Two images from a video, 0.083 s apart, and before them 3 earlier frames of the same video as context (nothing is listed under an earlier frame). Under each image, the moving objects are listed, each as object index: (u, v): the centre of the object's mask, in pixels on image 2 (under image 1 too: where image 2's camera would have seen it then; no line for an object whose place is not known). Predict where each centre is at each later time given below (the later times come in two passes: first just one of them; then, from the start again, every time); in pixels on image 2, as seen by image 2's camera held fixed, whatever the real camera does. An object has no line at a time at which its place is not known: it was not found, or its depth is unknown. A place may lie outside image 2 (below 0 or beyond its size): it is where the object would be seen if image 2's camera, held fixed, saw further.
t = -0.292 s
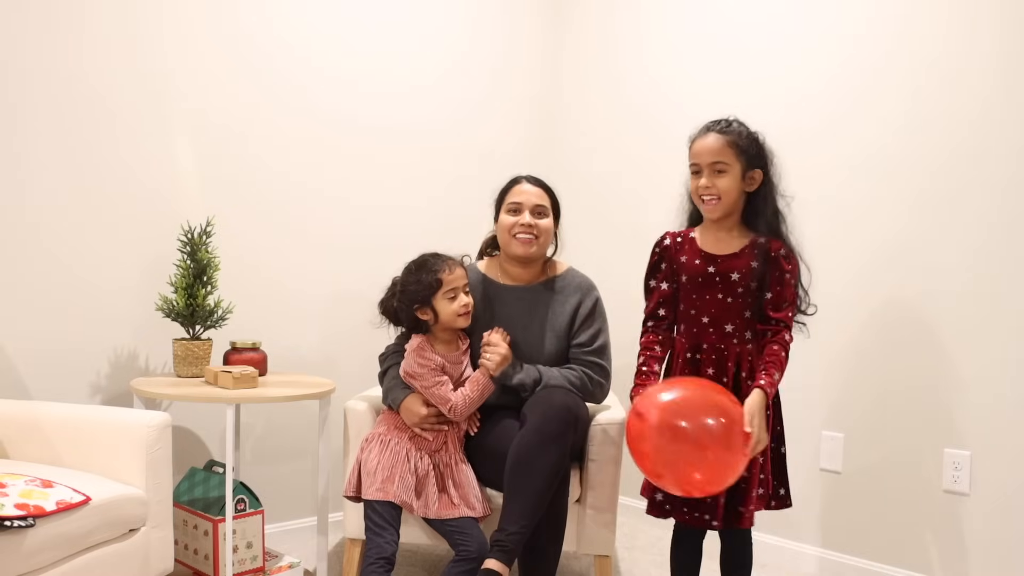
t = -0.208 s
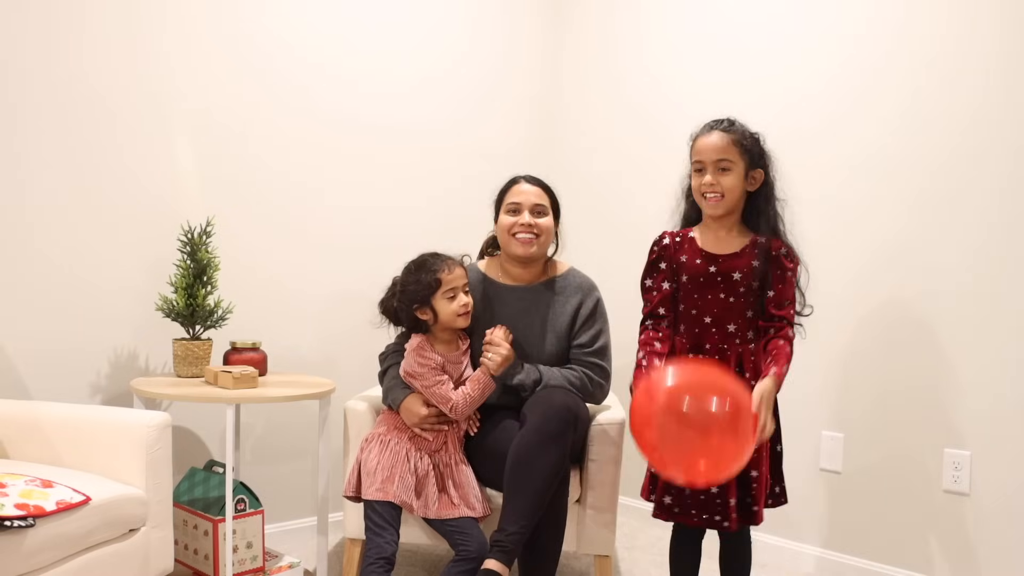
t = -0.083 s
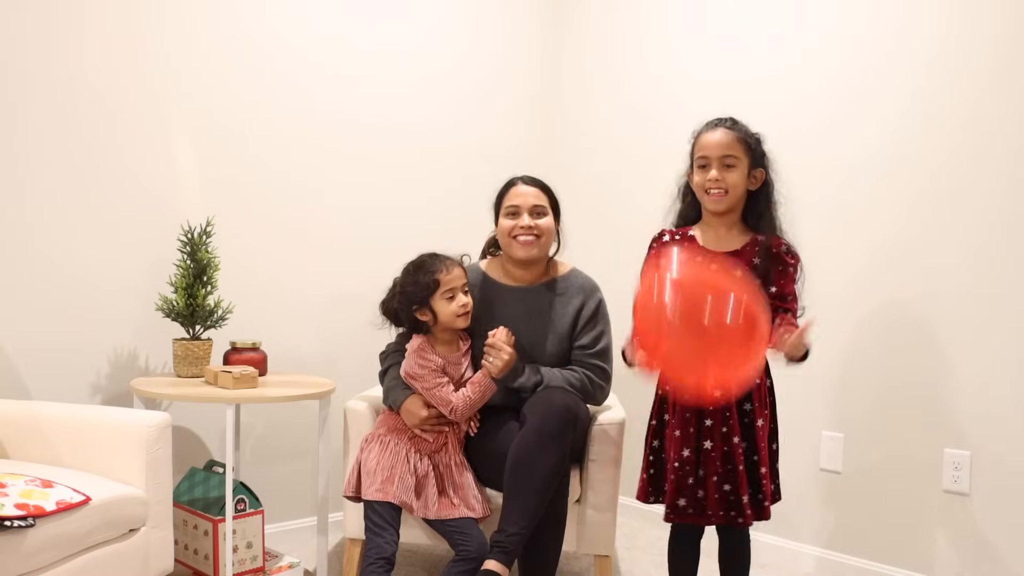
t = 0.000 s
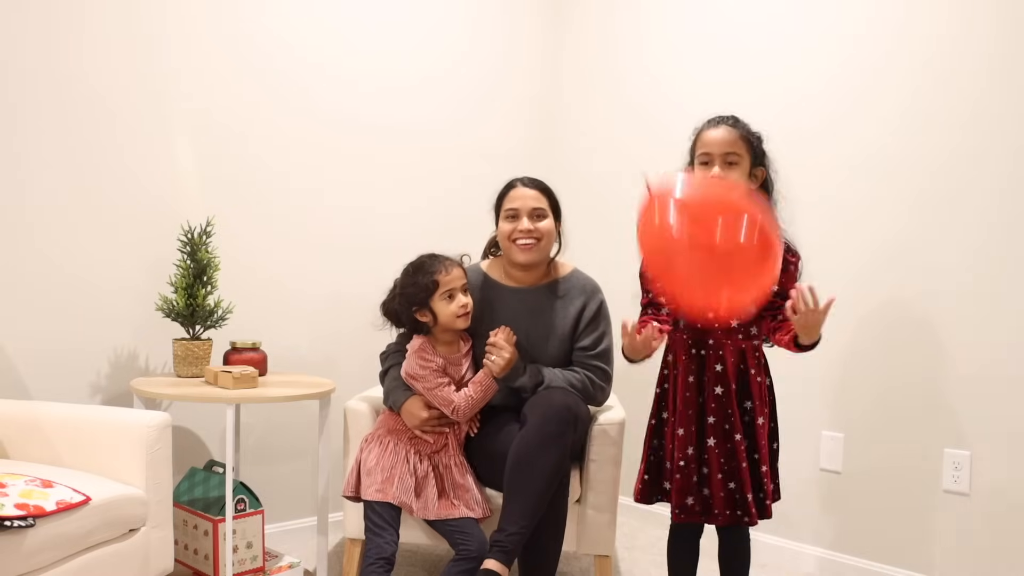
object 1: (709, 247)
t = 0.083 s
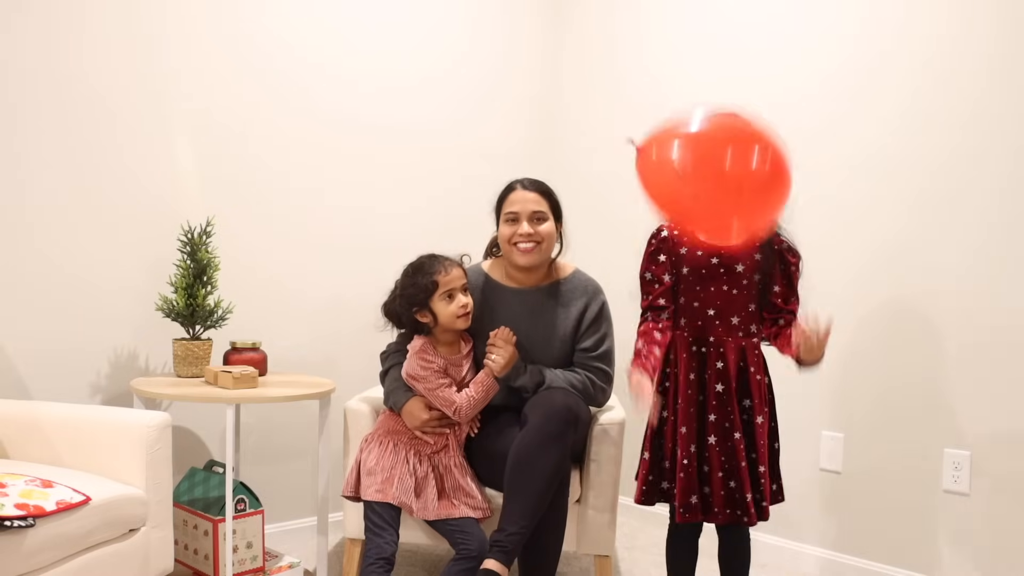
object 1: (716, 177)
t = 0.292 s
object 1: (732, 55)
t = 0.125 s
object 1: (719, 148)
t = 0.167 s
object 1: (722, 119)
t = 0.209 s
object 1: (726, 92)
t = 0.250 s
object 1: (730, 70)
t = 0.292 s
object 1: (732, 55)
